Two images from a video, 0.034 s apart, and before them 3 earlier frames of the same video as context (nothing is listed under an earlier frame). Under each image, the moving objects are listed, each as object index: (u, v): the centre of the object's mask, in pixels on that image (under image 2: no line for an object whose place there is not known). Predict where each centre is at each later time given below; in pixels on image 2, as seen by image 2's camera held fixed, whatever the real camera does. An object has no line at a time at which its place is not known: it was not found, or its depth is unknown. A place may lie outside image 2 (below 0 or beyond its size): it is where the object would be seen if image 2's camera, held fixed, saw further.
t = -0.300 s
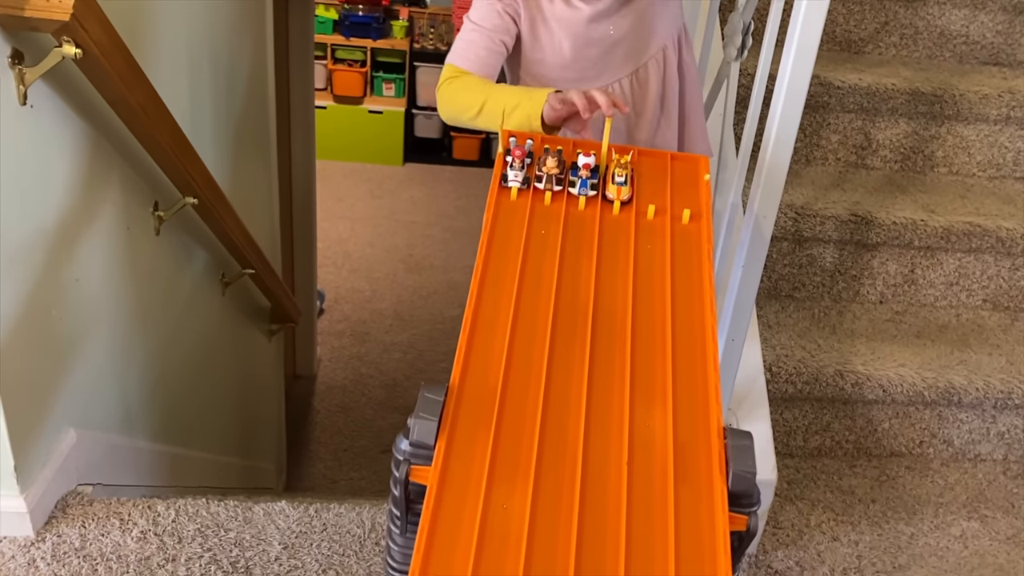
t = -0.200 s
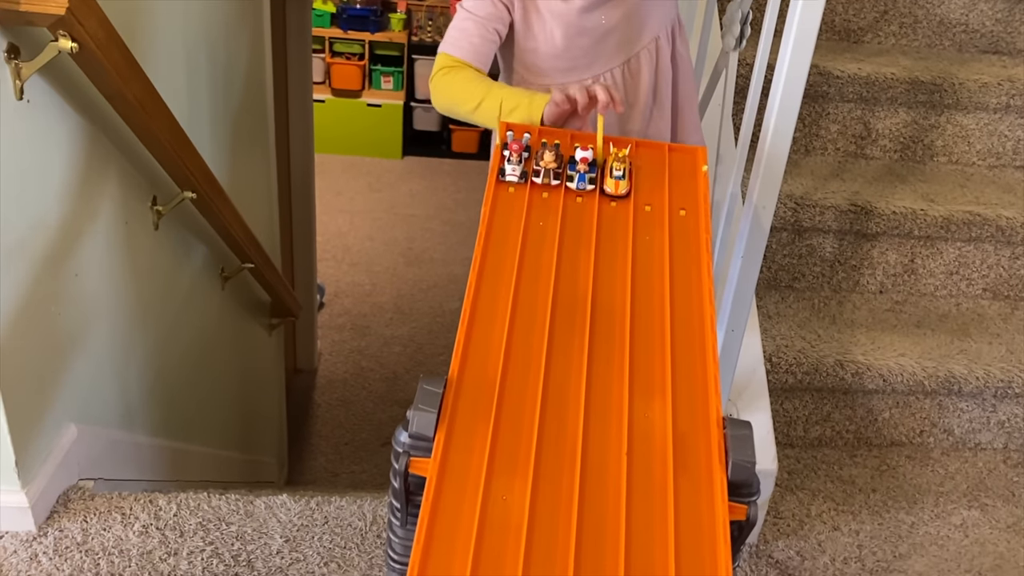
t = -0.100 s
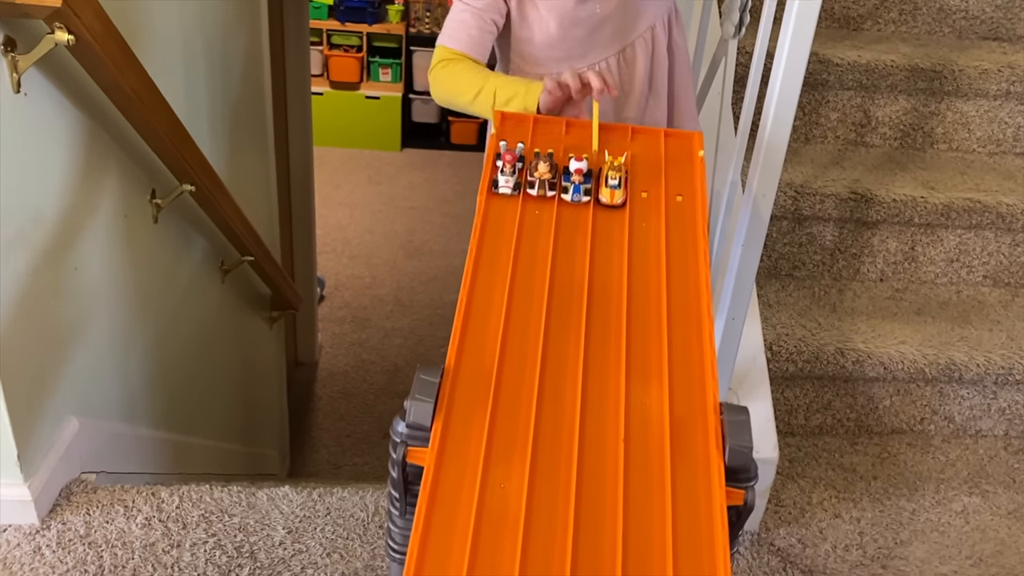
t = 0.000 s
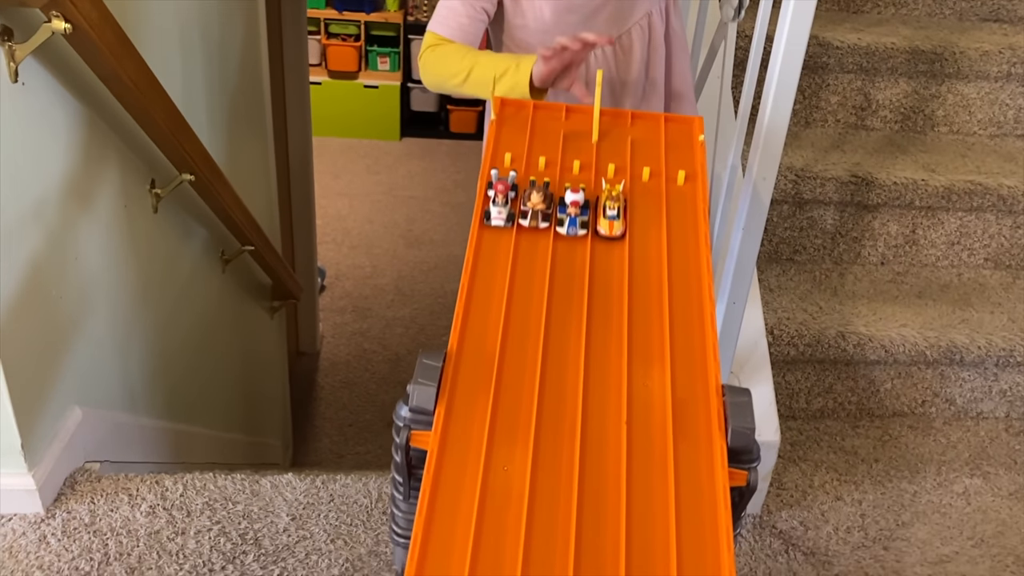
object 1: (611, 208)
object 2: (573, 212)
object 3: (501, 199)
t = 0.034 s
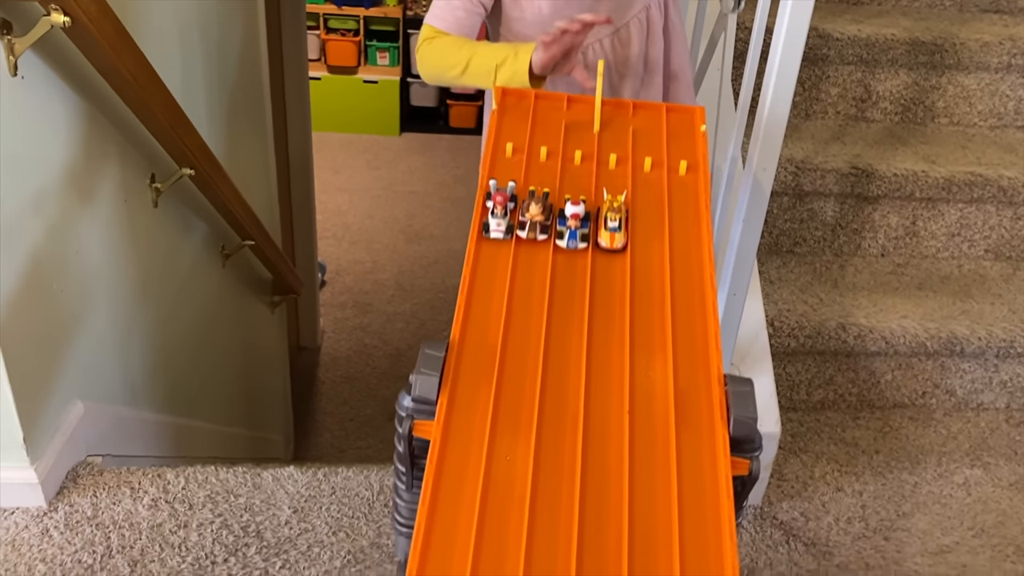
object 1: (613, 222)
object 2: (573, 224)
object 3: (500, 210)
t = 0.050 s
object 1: (613, 235)
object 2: (573, 236)
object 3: (499, 222)
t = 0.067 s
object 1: (612, 247)
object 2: (572, 249)
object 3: (497, 234)
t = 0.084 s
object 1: (612, 260)
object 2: (571, 263)
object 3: (495, 248)
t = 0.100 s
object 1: (612, 275)
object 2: (571, 278)
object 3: (493, 263)
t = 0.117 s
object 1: (611, 289)
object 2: (570, 294)
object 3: (491, 278)
